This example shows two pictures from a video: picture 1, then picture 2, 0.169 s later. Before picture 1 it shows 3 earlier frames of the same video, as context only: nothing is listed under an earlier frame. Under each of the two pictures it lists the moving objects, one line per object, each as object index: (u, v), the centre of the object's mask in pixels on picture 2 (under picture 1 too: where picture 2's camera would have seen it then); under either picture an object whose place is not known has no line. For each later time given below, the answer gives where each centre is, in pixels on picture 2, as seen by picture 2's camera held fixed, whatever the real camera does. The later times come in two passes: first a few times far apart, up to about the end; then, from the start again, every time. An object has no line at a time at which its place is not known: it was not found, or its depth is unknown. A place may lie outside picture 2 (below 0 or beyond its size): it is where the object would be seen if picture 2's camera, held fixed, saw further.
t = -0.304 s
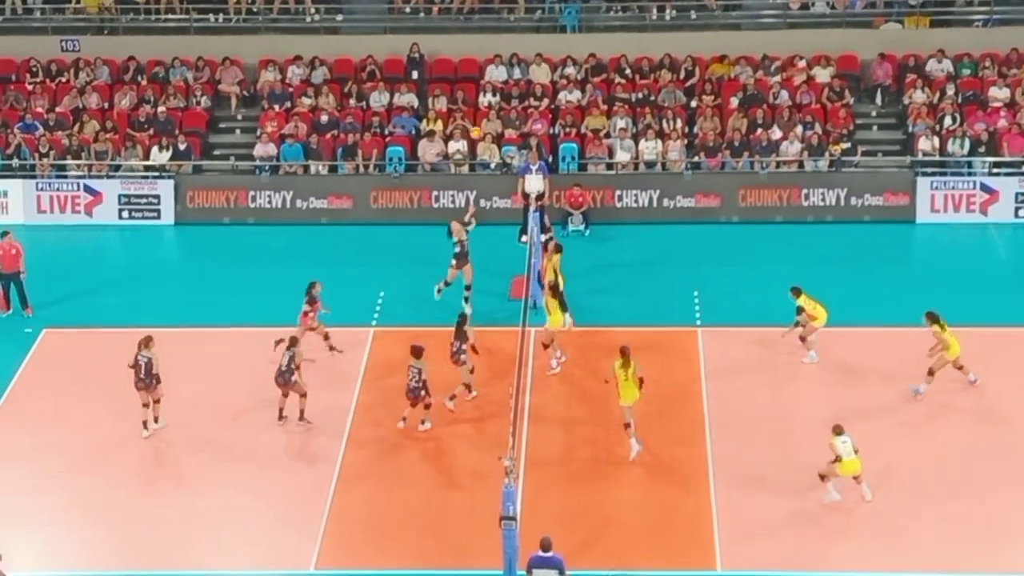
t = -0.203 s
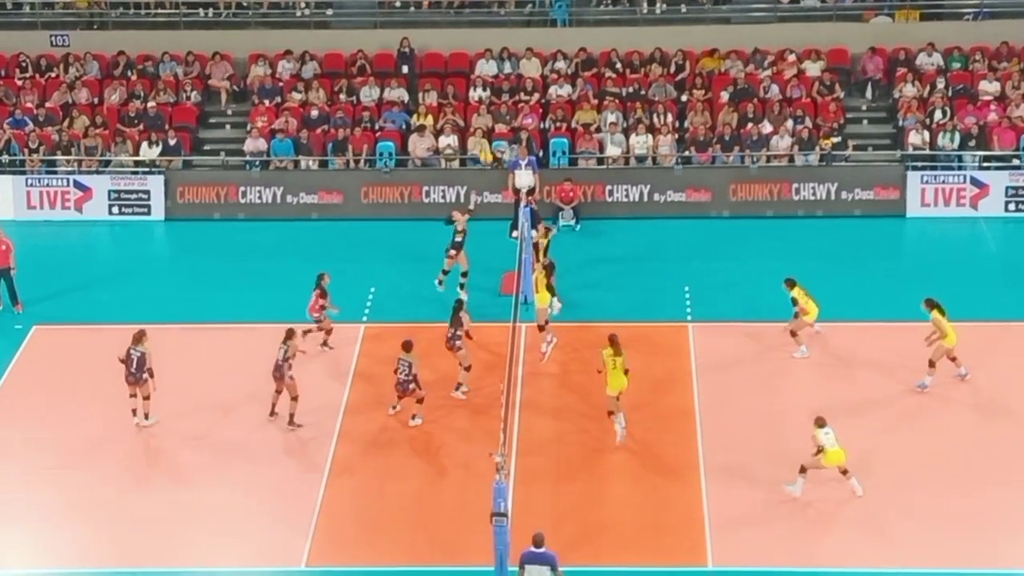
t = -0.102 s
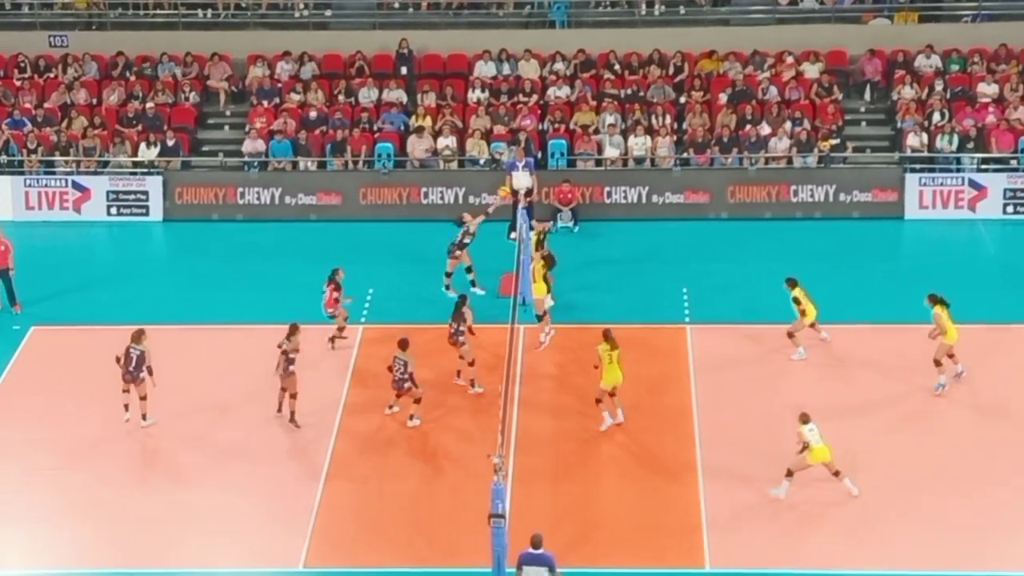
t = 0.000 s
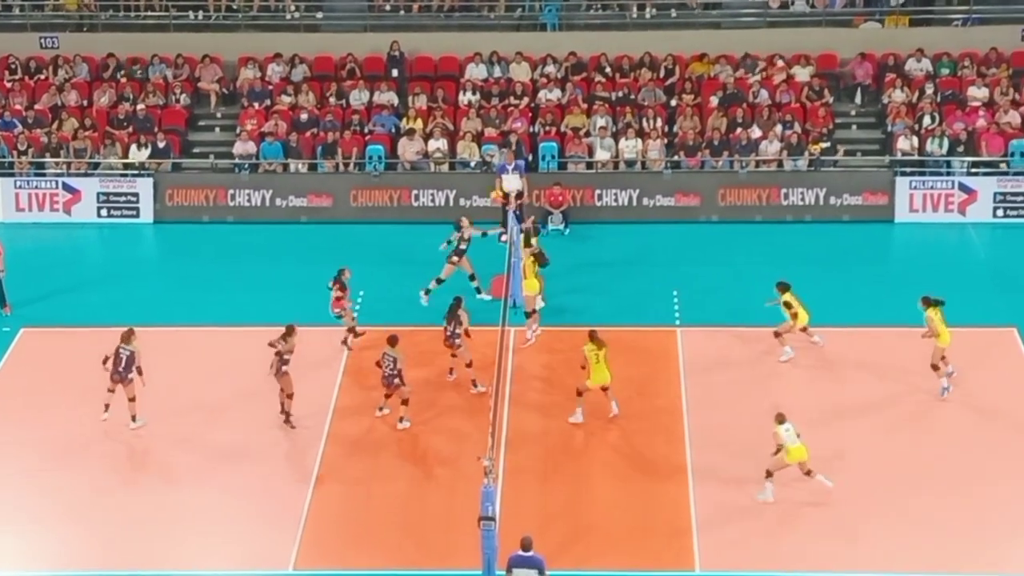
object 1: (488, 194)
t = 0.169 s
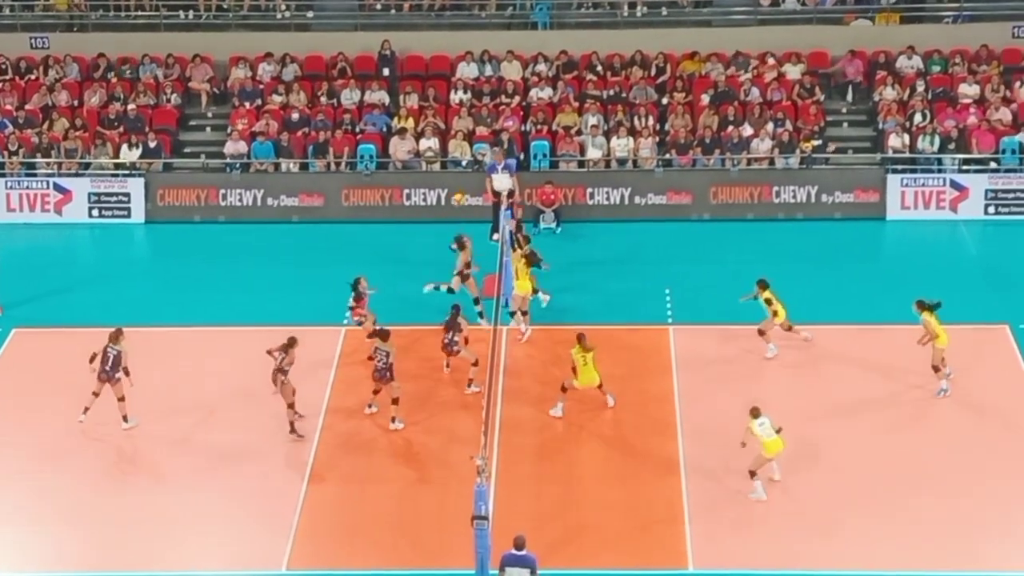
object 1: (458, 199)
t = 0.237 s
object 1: (447, 205)
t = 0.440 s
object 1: (413, 236)
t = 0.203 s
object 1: (453, 202)
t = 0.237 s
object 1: (447, 205)
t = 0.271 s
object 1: (441, 210)
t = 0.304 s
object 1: (435, 214)
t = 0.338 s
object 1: (430, 218)
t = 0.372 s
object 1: (423, 224)
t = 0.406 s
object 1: (418, 229)
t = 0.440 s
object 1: (413, 236)
